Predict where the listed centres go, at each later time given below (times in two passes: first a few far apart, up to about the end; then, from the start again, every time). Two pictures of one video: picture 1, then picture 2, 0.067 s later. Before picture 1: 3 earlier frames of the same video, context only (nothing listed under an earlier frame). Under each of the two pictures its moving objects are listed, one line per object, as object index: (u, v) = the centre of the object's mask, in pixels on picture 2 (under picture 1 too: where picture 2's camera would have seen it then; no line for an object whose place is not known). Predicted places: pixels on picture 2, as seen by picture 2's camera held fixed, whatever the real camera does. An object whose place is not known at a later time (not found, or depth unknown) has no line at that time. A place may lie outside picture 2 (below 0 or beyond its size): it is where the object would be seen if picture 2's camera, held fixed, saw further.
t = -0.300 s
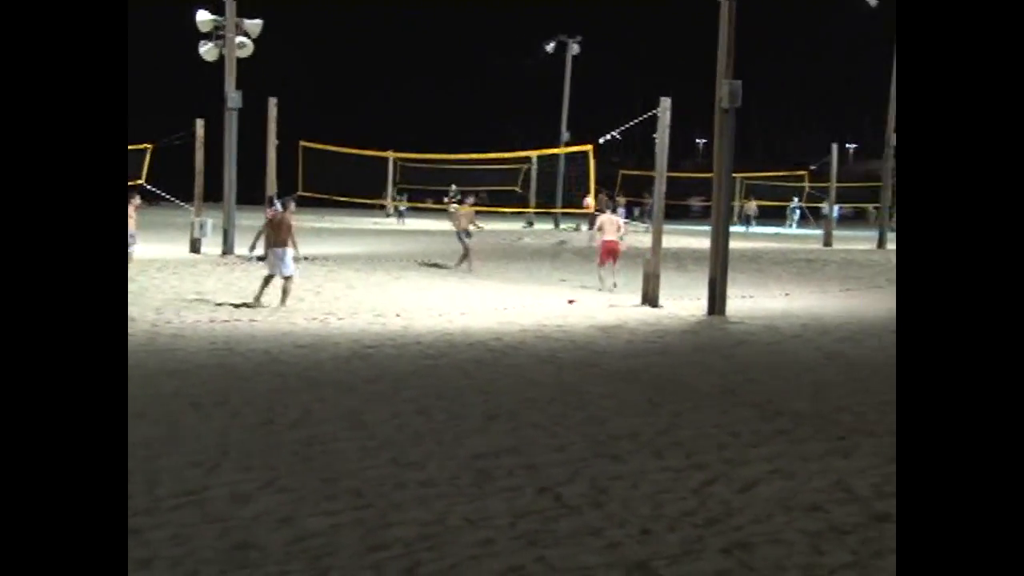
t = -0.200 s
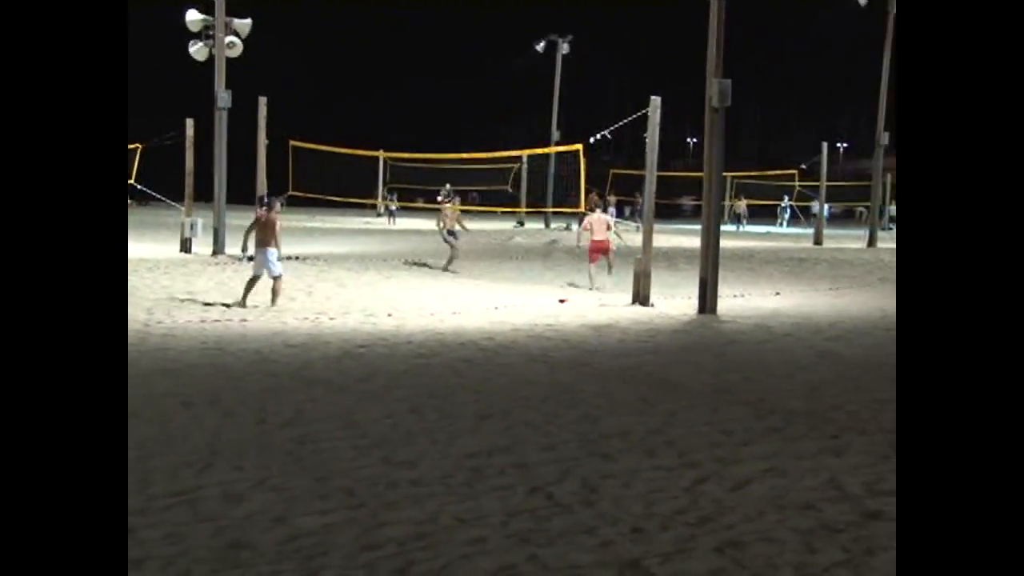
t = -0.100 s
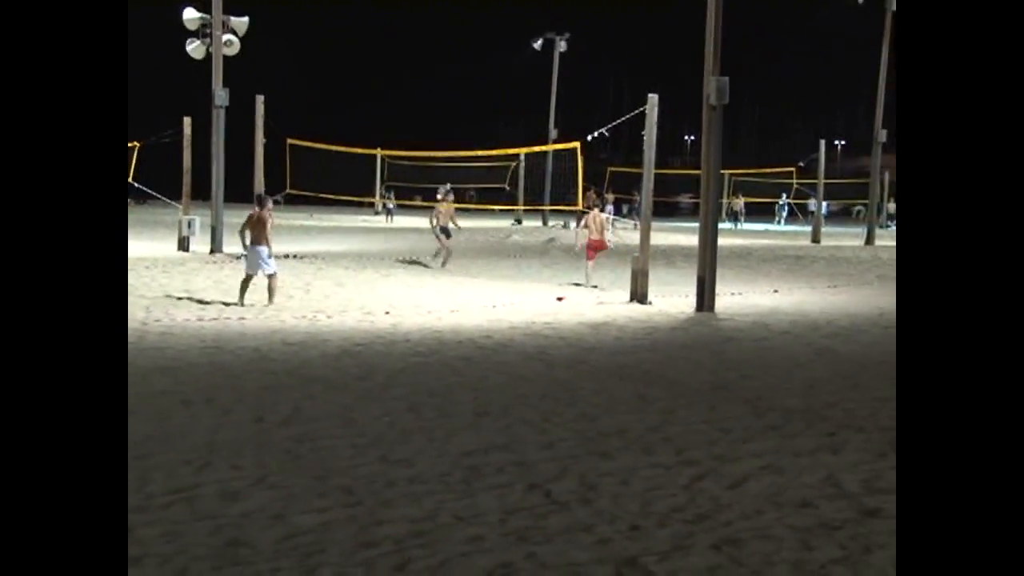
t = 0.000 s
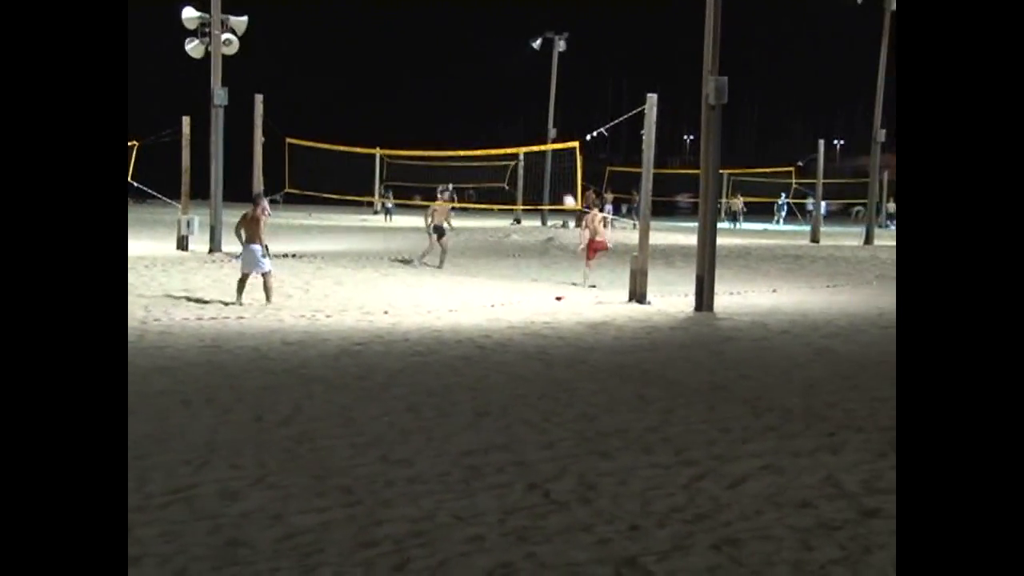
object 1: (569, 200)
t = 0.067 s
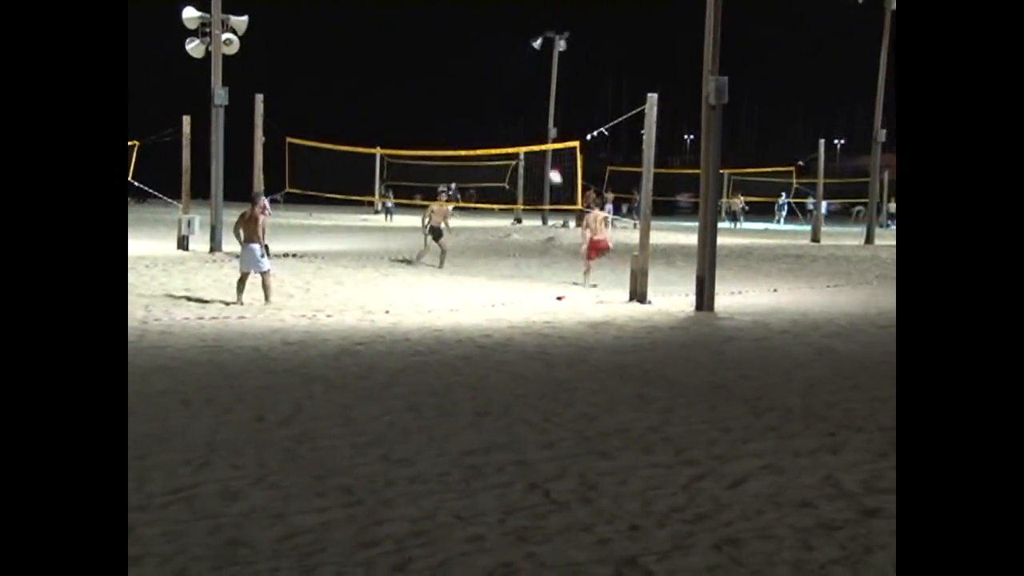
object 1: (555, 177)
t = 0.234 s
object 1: (517, 124)
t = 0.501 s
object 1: (454, 69)
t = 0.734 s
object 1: (396, 54)
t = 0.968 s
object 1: (336, 70)
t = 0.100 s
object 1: (547, 165)
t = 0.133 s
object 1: (540, 155)
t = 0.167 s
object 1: (532, 141)
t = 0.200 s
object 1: (525, 133)
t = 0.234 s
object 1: (517, 124)
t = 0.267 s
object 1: (510, 115)
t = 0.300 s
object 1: (502, 106)
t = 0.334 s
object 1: (494, 99)
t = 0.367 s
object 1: (486, 92)
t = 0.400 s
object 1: (478, 85)
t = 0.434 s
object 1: (470, 80)
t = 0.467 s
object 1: (462, 73)
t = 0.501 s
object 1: (454, 69)
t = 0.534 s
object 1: (446, 65)
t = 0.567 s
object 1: (438, 62)
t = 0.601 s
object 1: (430, 59)
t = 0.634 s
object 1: (421, 57)
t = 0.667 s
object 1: (413, 55)
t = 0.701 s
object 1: (404, 54)
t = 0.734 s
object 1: (396, 54)
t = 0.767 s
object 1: (387, 55)
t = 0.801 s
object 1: (379, 56)
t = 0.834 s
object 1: (370, 57)
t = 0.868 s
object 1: (362, 59)
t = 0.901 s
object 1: (353, 62)
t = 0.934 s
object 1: (344, 66)
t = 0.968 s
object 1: (336, 70)
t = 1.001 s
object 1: (327, 75)
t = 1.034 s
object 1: (319, 81)
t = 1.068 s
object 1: (310, 87)
